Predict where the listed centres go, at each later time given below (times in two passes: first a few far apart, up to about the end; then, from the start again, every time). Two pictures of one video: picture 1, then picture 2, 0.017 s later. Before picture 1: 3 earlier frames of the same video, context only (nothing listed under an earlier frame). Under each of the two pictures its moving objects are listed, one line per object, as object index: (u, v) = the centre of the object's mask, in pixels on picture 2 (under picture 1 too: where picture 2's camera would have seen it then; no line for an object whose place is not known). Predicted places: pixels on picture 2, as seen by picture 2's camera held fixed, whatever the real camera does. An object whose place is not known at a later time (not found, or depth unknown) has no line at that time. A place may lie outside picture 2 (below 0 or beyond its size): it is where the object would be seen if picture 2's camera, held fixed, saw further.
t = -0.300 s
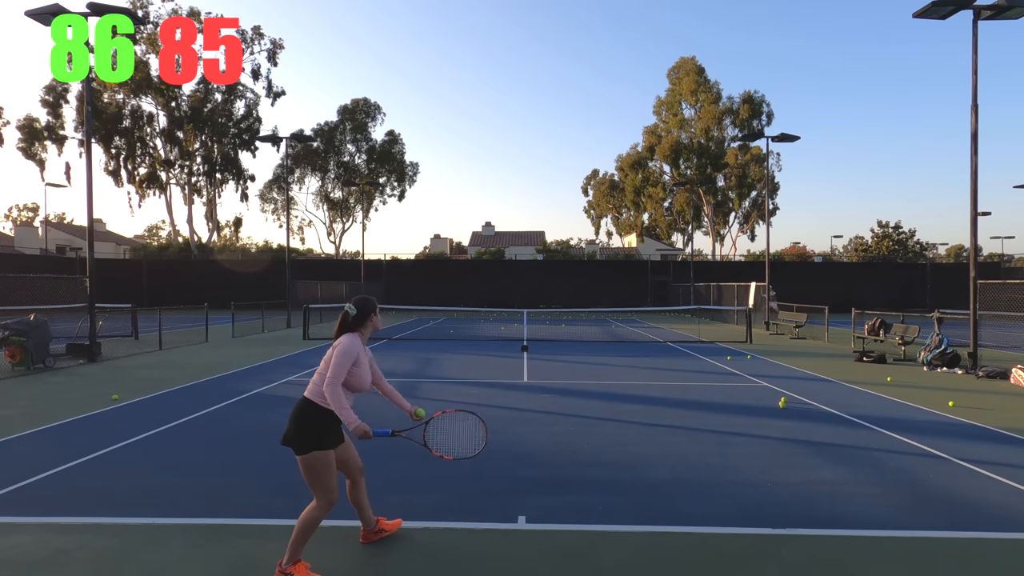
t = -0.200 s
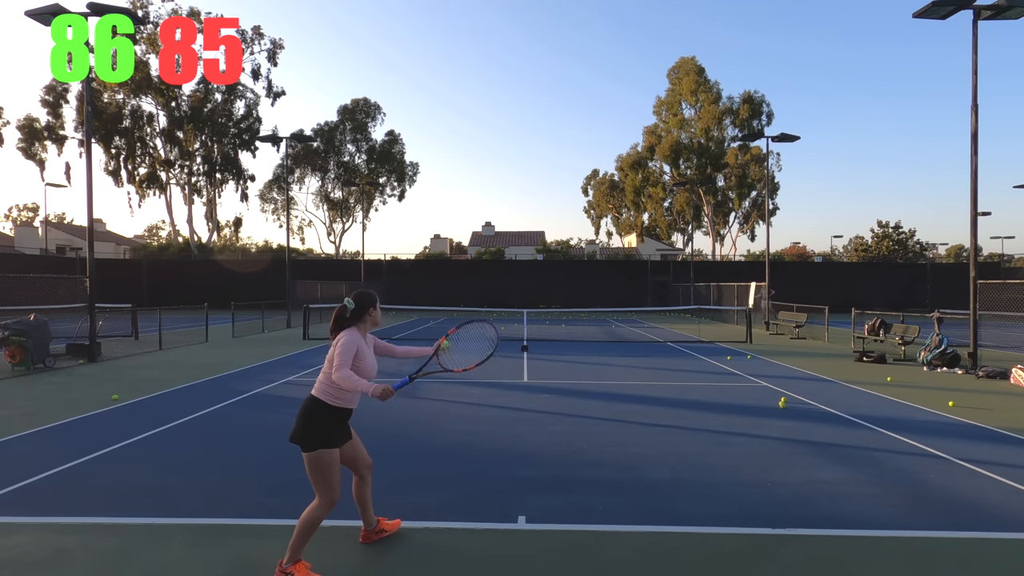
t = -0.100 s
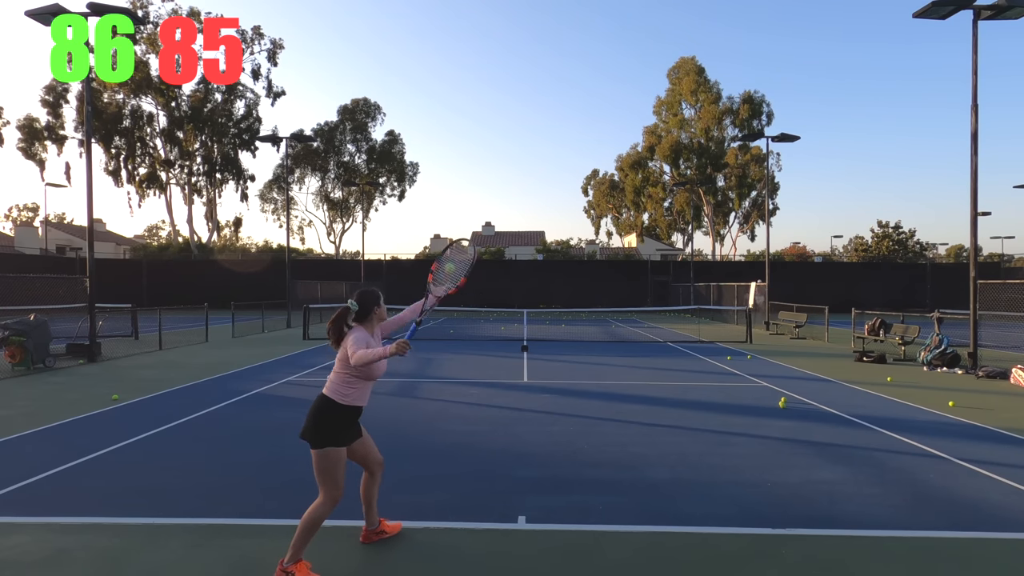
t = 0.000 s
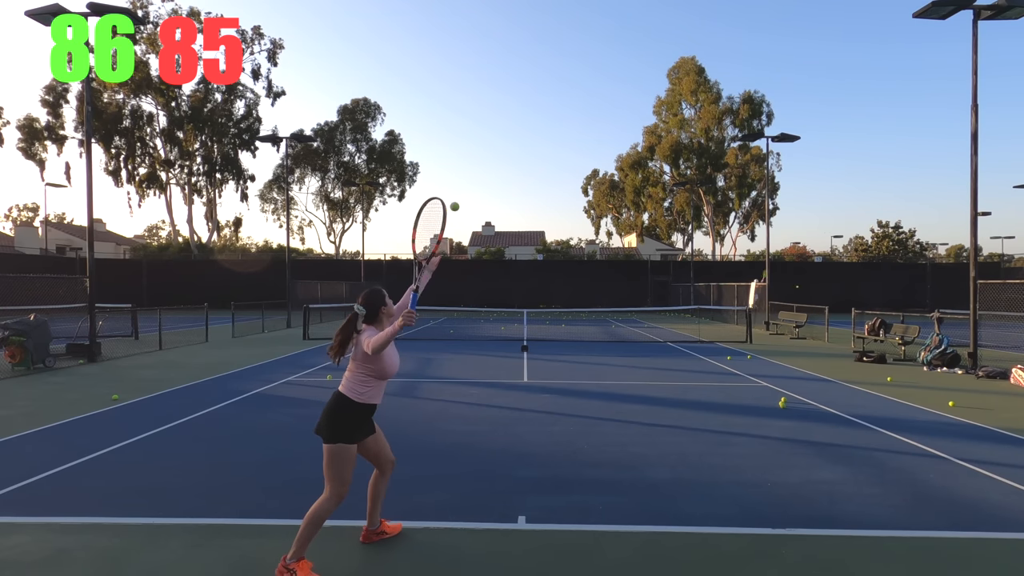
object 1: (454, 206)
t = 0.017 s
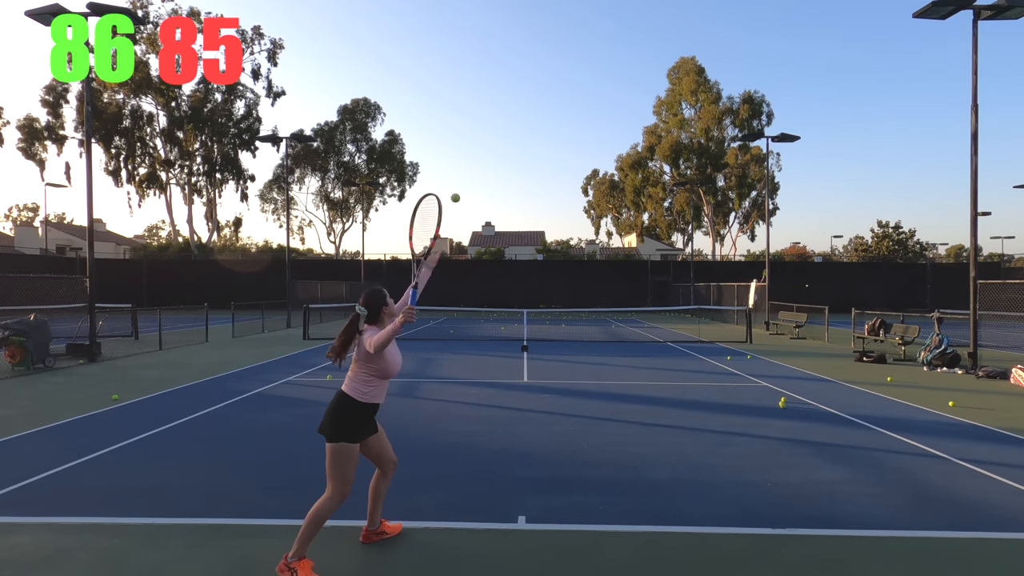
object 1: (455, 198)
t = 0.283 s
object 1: (469, 113)
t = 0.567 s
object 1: (482, 130)
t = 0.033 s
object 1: (456, 189)
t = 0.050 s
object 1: (457, 181)
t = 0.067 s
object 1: (457, 174)
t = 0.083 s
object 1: (458, 167)
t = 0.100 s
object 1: (459, 160)
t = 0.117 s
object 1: (460, 154)
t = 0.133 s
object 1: (461, 148)
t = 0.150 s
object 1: (462, 142)
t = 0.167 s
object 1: (462, 137)
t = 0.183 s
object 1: (463, 133)
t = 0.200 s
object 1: (464, 128)
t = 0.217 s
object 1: (465, 125)
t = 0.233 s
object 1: (466, 121)
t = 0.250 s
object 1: (467, 118)
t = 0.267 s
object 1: (468, 115)
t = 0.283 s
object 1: (469, 113)
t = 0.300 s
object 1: (469, 111)
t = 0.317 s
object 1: (470, 109)
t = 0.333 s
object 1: (471, 108)
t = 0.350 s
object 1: (471, 107)
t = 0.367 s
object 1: (472, 107)
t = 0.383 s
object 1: (473, 107)
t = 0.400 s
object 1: (474, 107)
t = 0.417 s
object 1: (475, 108)
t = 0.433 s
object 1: (476, 109)
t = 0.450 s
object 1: (477, 110)
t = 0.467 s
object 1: (477, 112)
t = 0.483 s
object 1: (478, 114)
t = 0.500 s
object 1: (479, 116)
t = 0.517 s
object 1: (480, 119)
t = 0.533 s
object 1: (481, 122)
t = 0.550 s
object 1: (481, 126)
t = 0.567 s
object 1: (482, 130)
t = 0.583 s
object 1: (483, 134)
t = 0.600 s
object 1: (484, 138)
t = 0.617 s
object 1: (485, 143)
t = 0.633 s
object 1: (485, 148)
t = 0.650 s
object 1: (486, 154)
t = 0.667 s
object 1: (487, 160)
